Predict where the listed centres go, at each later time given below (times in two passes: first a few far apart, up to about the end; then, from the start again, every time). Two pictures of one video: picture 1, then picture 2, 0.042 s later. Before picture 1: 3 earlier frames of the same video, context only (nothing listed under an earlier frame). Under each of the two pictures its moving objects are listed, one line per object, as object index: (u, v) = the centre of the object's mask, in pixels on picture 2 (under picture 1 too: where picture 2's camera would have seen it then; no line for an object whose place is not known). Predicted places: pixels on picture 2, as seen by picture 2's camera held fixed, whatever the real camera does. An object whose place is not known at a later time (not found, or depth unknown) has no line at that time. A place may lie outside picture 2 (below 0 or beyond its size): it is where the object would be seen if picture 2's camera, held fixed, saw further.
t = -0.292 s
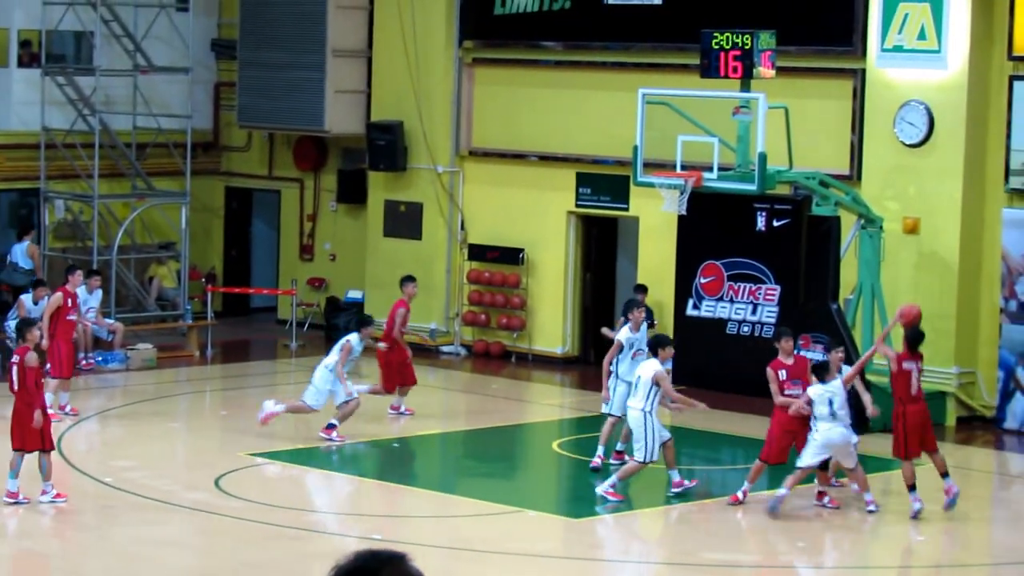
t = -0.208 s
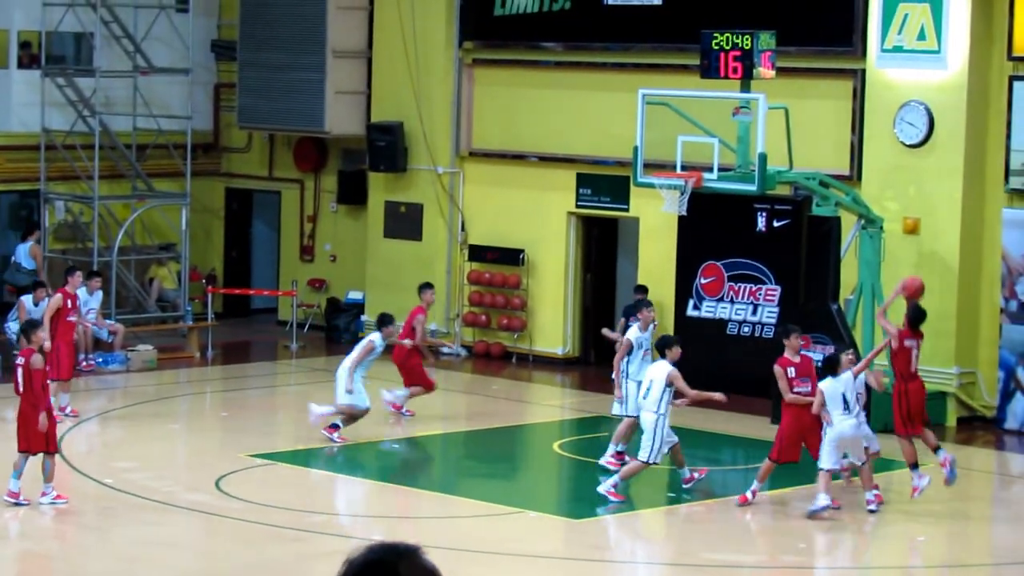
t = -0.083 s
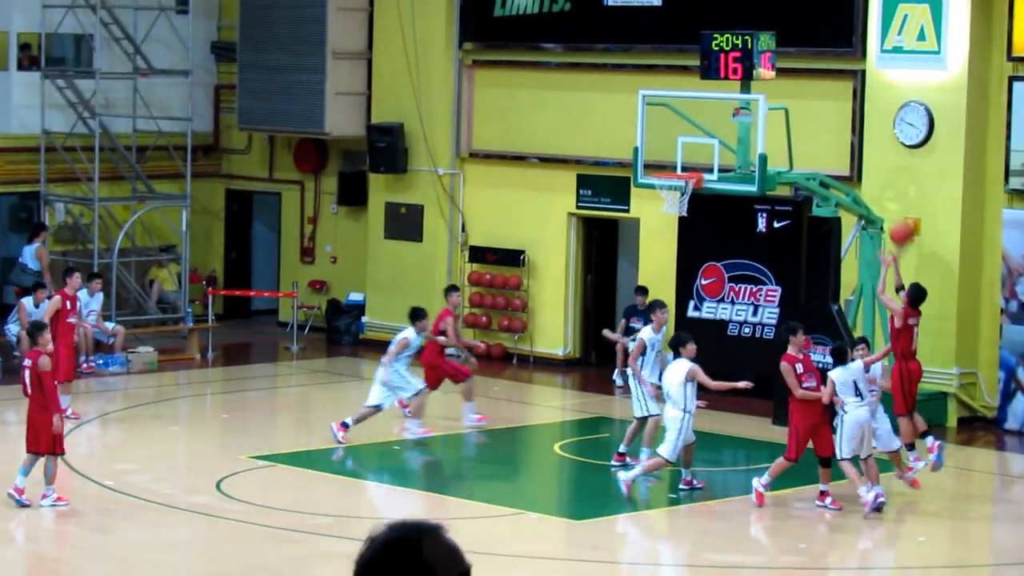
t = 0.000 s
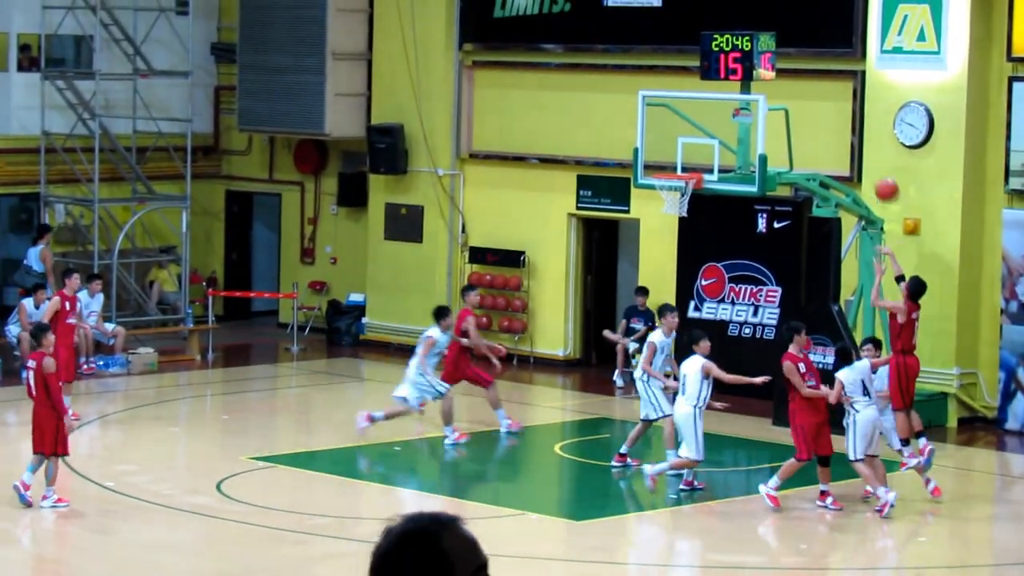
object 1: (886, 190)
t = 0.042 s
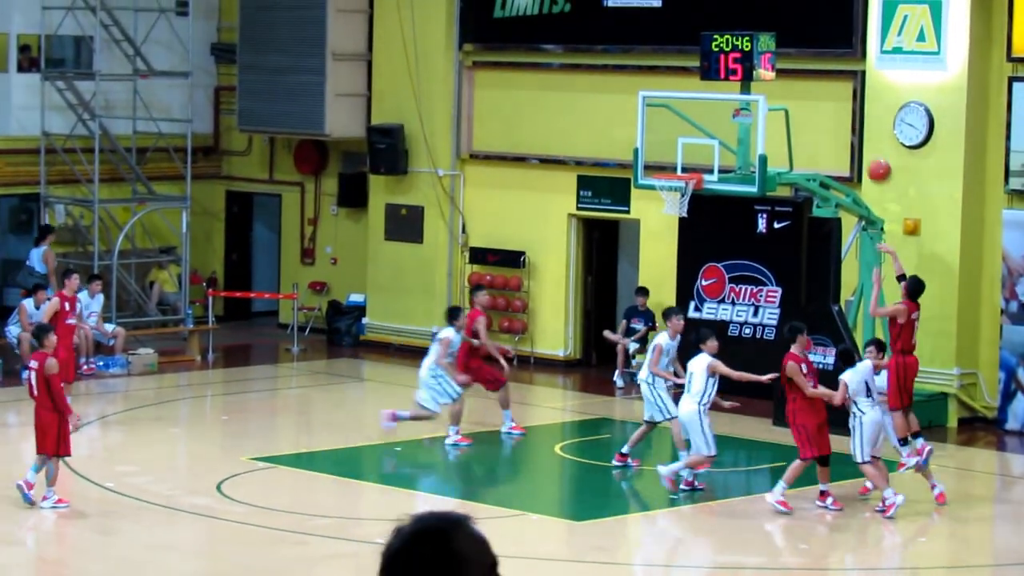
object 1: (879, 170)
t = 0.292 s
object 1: (836, 92)
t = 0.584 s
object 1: (788, 77)
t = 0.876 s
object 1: (771, 136)
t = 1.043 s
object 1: (778, 207)
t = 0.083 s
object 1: (871, 153)
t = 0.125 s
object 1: (864, 137)
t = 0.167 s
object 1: (857, 124)
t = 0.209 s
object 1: (850, 111)
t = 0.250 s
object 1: (843, 102)
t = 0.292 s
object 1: (836, 92)
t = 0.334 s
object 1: (829, 85)
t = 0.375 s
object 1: (821, 80)
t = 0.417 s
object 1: (815, 77)
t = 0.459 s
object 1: (808, 74)
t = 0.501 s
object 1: (801, 74)
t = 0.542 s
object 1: (794, 75)
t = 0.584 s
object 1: (788, 77)
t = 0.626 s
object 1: (781, 82)
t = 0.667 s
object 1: (774, 88)
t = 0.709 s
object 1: (768, 94)
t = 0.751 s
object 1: (765, 103)
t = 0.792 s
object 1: (767, 112)
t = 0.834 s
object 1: (769, 123)
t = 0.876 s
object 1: (771, 136)
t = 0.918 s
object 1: (772, 151)
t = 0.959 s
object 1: (774, 167)
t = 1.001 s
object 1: (776, 185)
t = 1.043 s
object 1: (778, 207)
